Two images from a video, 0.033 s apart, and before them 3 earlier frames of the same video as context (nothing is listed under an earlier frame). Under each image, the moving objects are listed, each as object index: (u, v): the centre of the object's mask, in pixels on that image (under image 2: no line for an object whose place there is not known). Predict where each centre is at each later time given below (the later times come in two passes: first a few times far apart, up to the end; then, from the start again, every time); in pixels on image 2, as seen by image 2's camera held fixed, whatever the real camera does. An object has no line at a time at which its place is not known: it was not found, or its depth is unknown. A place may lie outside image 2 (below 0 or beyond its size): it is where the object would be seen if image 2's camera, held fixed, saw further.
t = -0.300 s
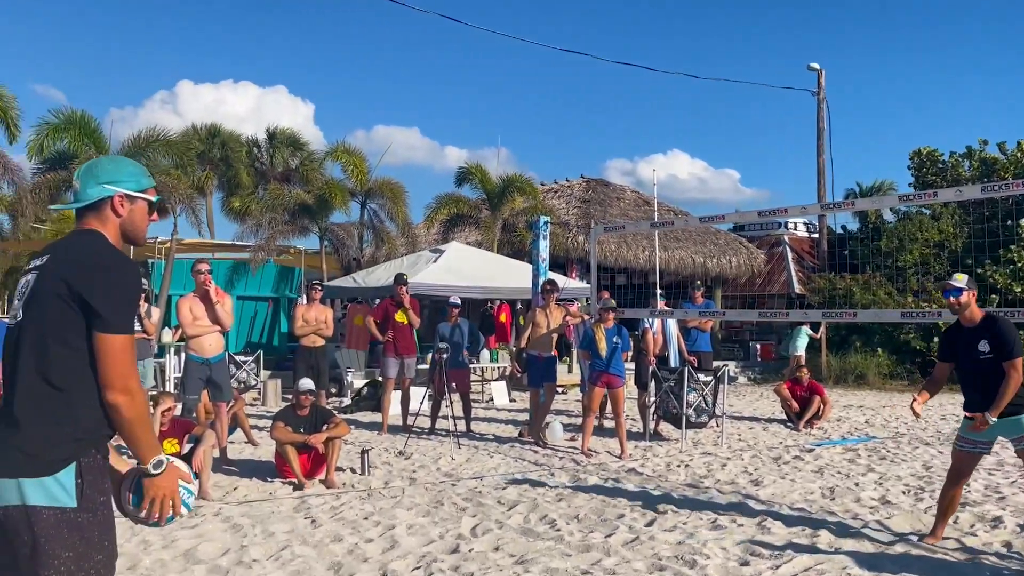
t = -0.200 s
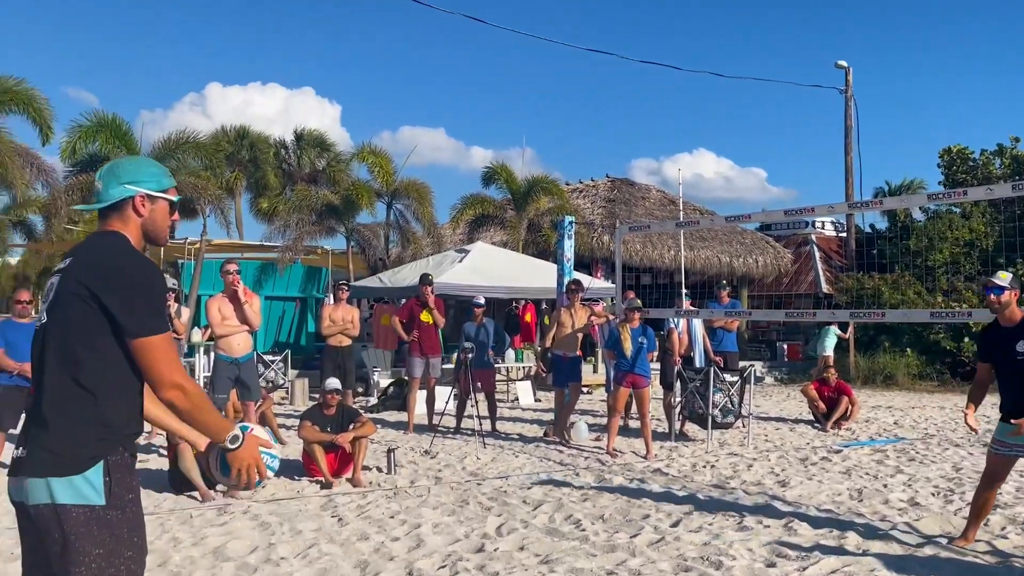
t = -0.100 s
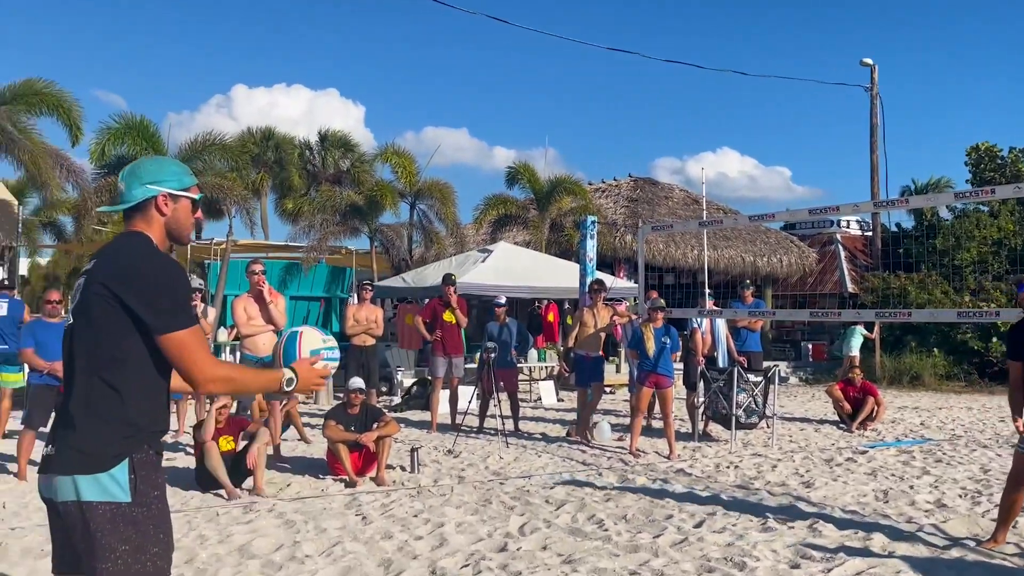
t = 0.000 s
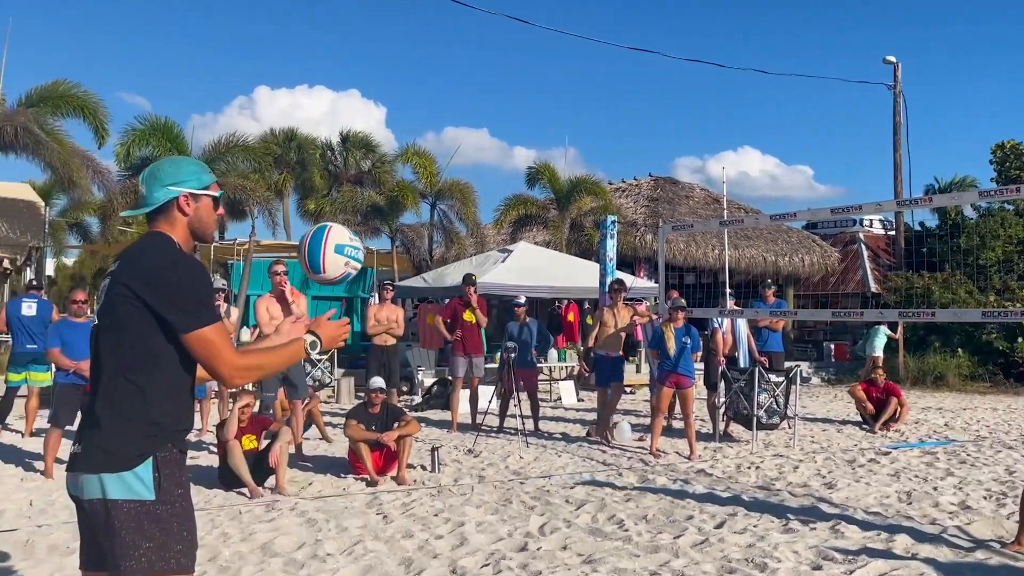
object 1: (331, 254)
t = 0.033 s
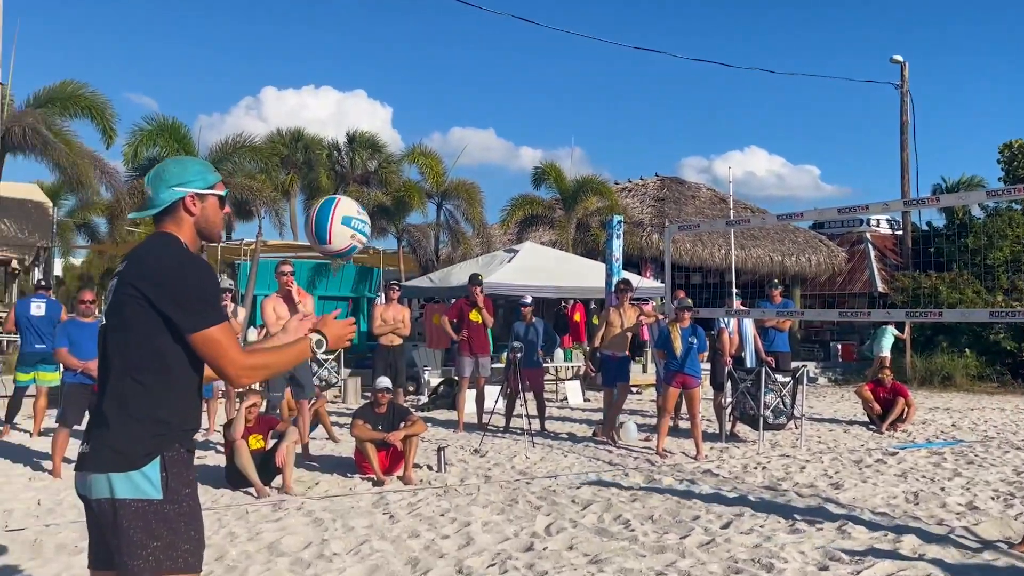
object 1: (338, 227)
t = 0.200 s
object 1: (342, 138)
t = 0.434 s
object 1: (350, 147)
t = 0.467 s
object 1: (351, 160)
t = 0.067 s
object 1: (338, 203)
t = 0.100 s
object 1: (339, 182)
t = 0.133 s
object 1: (340, 164)
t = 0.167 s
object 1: (341, 150)
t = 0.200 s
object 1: (342, 138)
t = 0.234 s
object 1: (342, 130)
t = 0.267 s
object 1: (344, 124)
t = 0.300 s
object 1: (345, 122)
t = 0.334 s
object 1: (346, 123)
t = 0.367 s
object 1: (347, 128)
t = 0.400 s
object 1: (348, 136)
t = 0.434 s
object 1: (350, 147)
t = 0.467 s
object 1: (351, 160)
